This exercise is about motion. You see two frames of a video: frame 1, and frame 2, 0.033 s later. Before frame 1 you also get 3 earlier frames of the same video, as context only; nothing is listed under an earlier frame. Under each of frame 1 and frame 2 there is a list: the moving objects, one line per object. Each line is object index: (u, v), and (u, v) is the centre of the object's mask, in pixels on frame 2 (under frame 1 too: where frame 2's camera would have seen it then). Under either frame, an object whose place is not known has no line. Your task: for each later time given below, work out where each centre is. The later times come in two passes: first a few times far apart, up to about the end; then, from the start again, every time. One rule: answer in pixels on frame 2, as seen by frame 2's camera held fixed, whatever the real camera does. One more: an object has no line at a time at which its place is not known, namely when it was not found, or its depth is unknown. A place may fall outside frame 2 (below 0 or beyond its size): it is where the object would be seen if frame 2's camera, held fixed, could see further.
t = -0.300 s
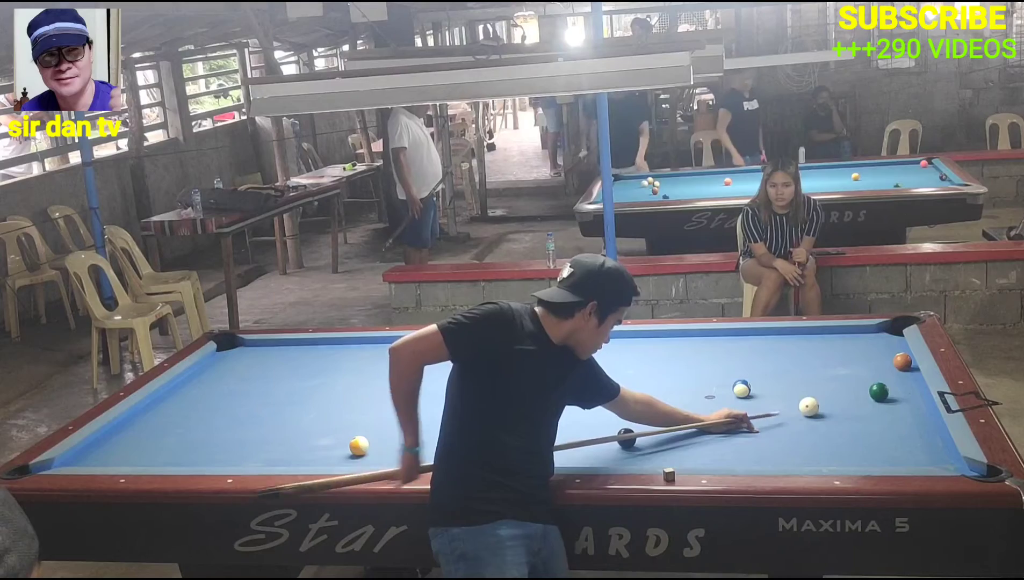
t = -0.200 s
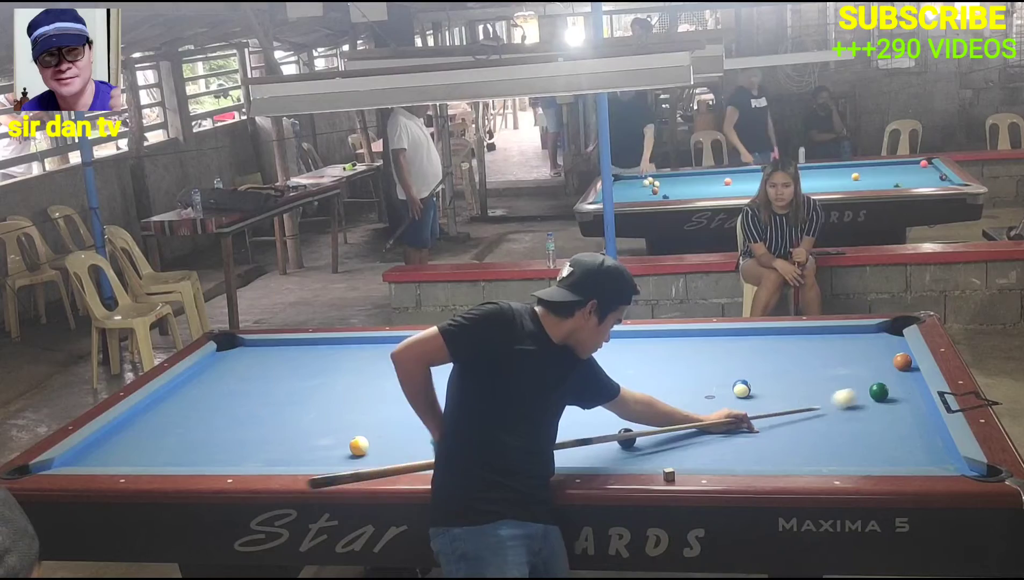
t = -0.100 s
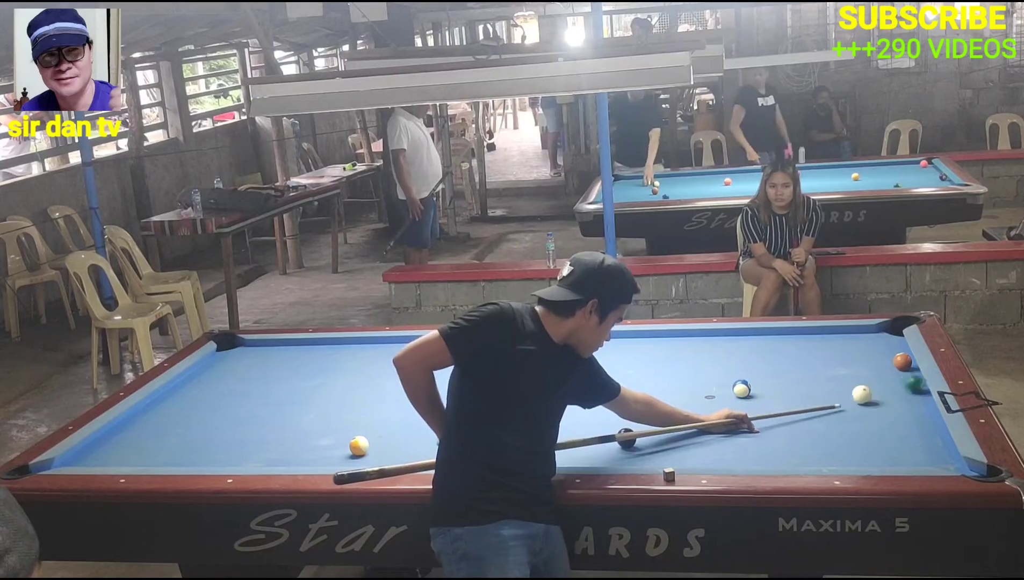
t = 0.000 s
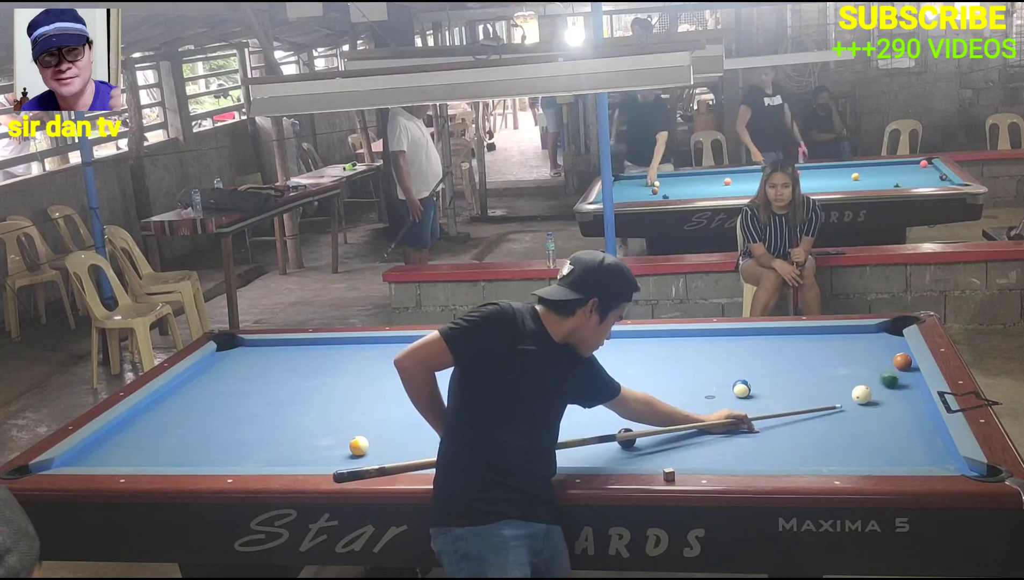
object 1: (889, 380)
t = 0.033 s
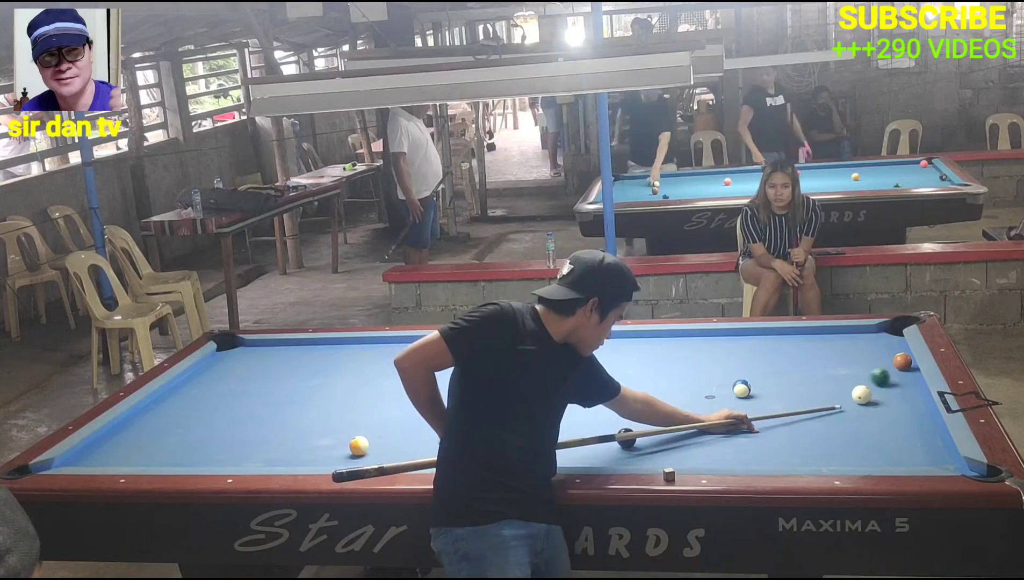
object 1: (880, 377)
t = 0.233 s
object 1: (828, 369)
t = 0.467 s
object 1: (772, 359)
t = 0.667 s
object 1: (728, 352)
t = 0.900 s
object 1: (681, 344)
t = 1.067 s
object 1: (650, 338)
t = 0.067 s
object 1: (871, 376)
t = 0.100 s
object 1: (862, 374)
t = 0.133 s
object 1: (853, 373)
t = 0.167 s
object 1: (845, 371)
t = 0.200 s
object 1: (836, 370)
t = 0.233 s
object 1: (828, 369)
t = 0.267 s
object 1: (819, 367)
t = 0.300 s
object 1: (811, 366)
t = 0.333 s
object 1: (803, 364)
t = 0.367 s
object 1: (795, 363)
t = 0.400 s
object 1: (787, 362)
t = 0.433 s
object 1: (779, 360)
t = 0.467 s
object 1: (772, 359)
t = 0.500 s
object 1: (764, 358)
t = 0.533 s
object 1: (757, 357)
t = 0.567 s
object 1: (749, 355)
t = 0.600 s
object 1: (742, 354)
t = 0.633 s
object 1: (735, 353)
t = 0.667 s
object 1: (728, 352)
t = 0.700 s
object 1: (721, 351)
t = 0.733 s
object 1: (714, 350)
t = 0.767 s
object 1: (708, 349)
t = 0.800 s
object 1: (701, 347)
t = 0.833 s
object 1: (694, 346)
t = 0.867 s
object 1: (687, 345)
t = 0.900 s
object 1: (681, 344)
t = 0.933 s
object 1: (675, 343)
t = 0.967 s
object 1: (668, 342)
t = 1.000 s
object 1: (663, 342)
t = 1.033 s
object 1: (657, 340)
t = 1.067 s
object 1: (650, 338)
